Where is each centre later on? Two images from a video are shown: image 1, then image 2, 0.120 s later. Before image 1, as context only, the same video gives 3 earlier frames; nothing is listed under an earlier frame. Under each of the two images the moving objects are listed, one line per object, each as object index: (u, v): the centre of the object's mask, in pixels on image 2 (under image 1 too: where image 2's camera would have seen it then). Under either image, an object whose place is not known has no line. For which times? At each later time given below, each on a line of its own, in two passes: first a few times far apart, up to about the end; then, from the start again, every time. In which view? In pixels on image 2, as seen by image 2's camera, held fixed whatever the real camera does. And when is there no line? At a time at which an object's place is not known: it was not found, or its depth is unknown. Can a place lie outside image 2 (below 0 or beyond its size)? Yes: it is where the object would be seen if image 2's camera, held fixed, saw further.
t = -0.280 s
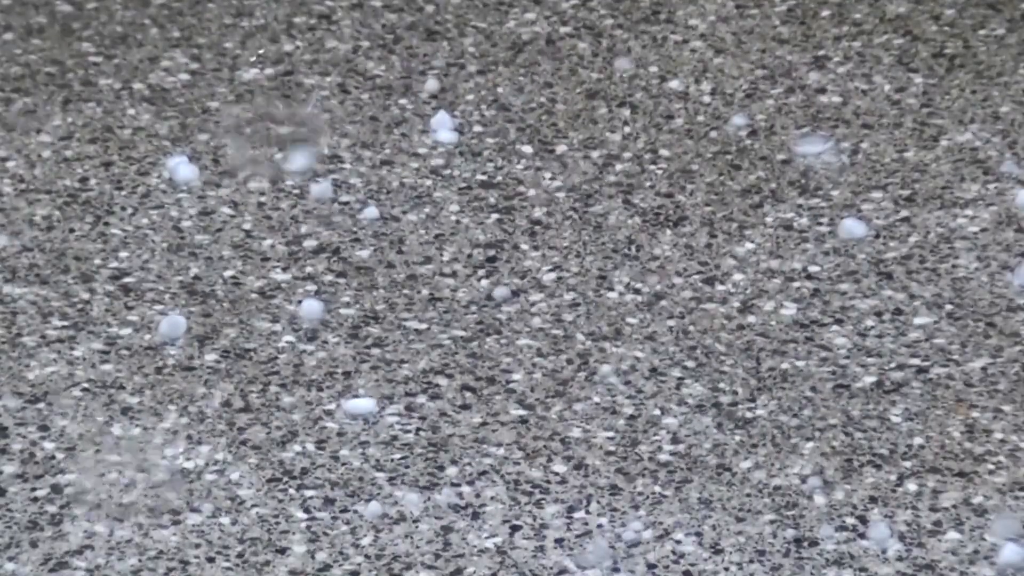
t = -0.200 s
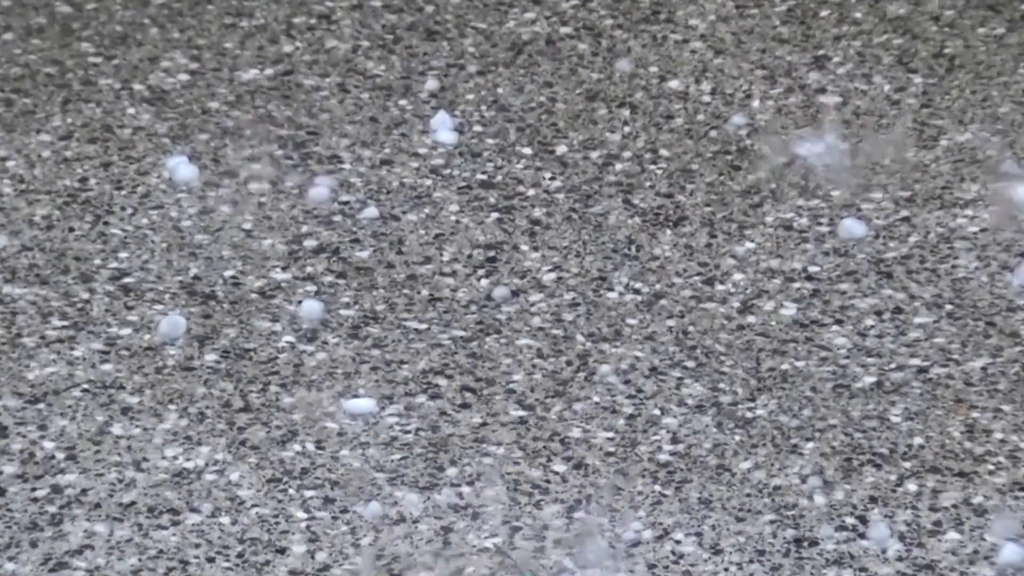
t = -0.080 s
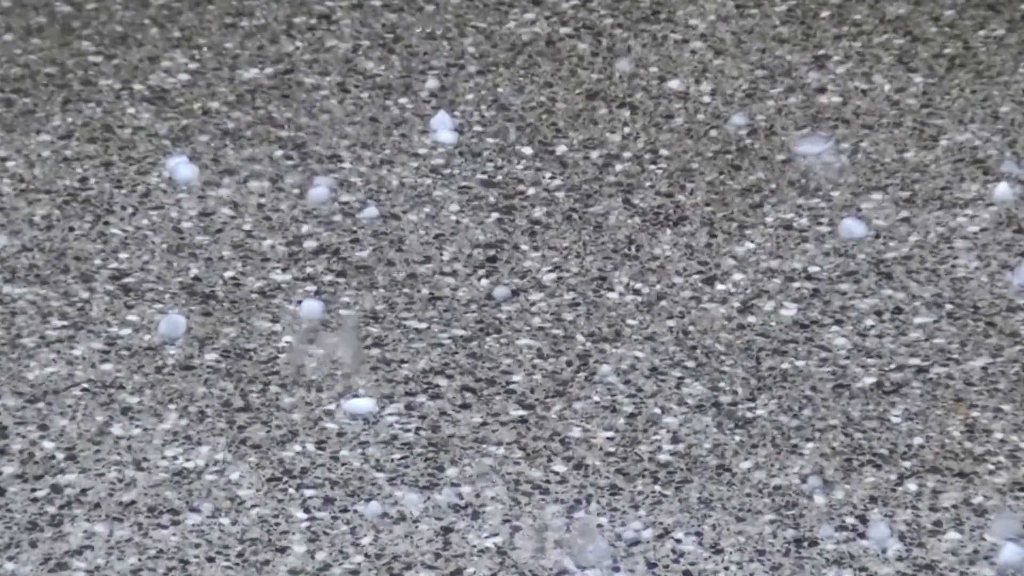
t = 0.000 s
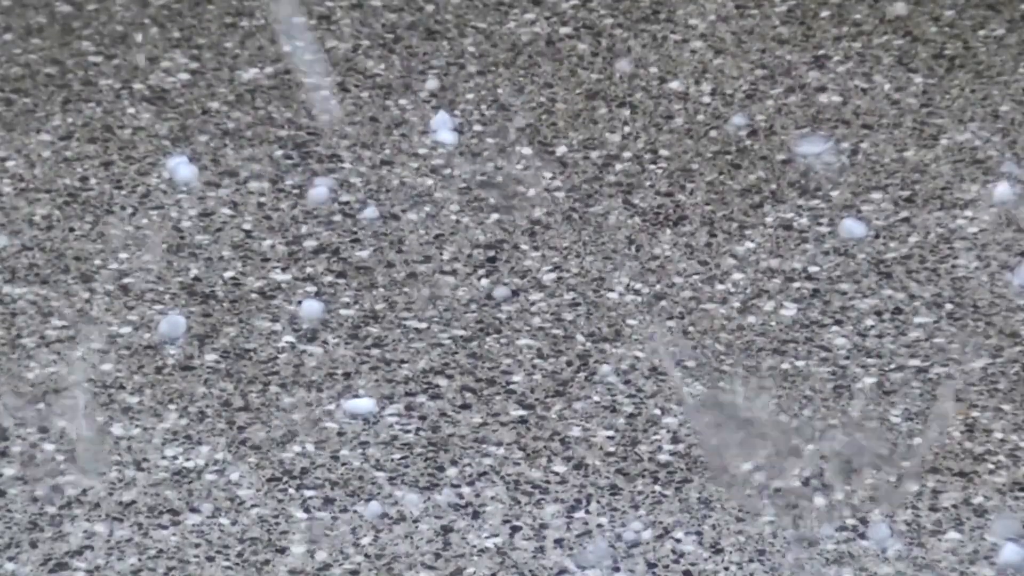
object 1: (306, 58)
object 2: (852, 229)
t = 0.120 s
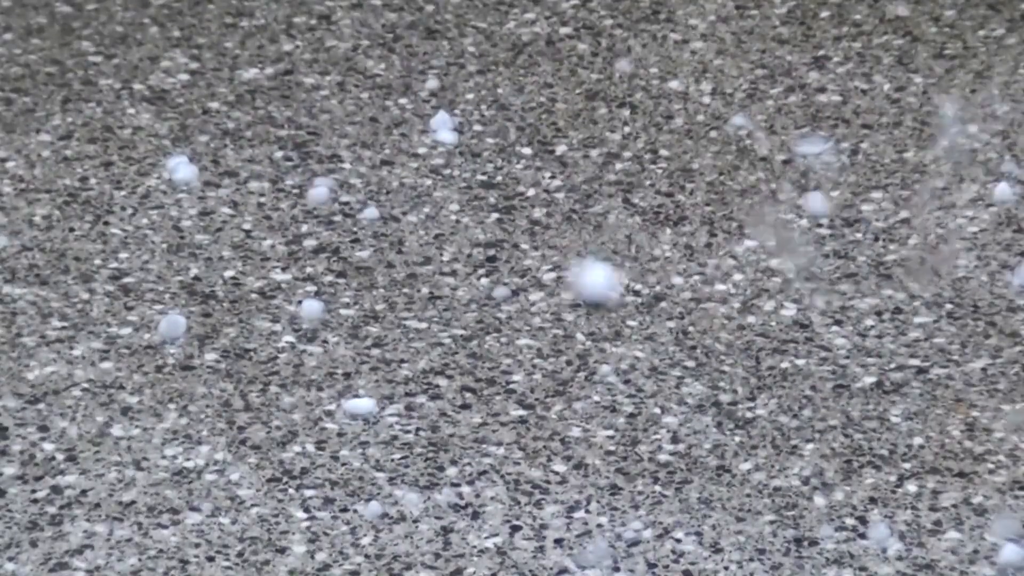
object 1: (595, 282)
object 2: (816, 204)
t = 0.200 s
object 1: (679, 292)
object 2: (776, 195)
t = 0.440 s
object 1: (679, 292)
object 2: (775, 195)
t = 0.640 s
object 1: (679, 292)
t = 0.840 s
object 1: (679, 292)
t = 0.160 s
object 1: (640, 288)
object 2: (794, 193)
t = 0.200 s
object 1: (679, 292)
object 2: (776, 195)
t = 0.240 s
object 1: (702, 290)
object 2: (775, 195)
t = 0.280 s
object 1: (707, 288)
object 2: (775, 195)
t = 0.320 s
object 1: (699, 290)
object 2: (775, 195)
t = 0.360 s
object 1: (691, 291)
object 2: (775, 195)
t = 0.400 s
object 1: (681, 292)
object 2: (775, 195)
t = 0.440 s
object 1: (679, 292)
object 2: (775, 195)
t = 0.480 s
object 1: (679, 292)
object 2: (775, 195)
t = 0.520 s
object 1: (679, 291)
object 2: (775, 195)
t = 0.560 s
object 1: (679, 291)
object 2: (775, 195)
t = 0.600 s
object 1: (679, 292)
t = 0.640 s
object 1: (679, 292)
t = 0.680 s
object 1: (679, 292)
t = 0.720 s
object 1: (679, 292)
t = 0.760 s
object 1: (679, 292)
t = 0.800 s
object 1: (679, 292)
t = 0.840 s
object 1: (679, 292)
